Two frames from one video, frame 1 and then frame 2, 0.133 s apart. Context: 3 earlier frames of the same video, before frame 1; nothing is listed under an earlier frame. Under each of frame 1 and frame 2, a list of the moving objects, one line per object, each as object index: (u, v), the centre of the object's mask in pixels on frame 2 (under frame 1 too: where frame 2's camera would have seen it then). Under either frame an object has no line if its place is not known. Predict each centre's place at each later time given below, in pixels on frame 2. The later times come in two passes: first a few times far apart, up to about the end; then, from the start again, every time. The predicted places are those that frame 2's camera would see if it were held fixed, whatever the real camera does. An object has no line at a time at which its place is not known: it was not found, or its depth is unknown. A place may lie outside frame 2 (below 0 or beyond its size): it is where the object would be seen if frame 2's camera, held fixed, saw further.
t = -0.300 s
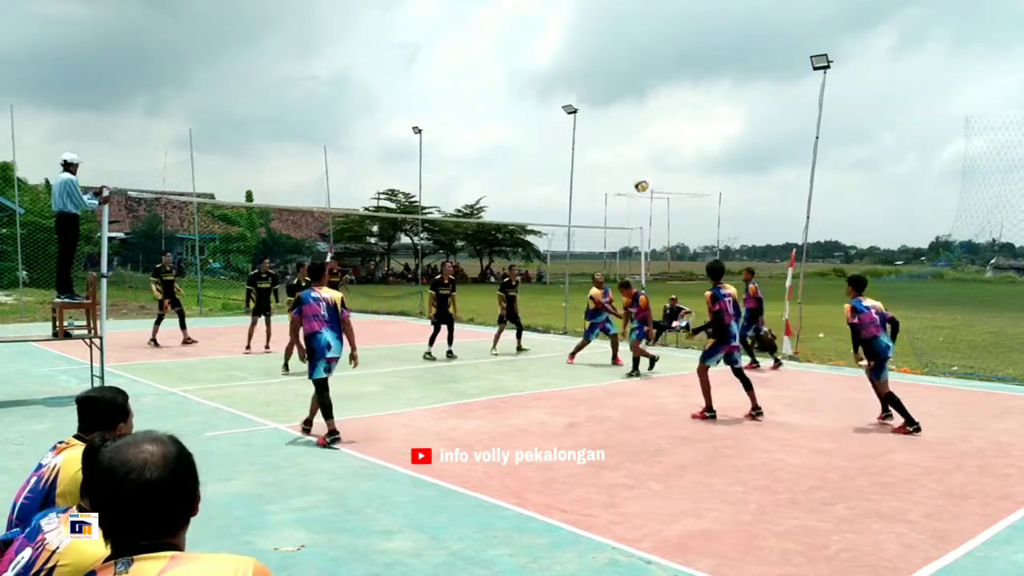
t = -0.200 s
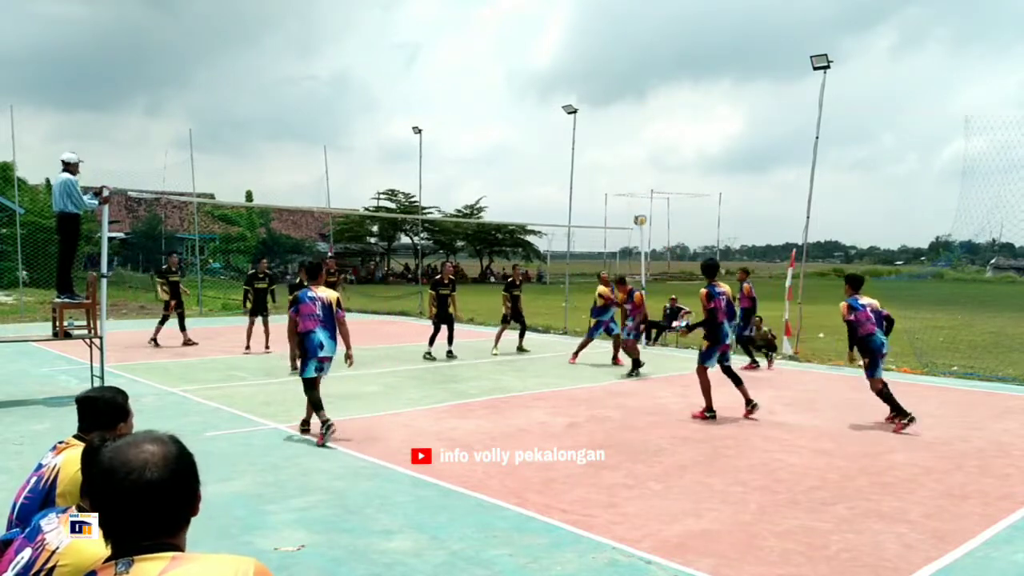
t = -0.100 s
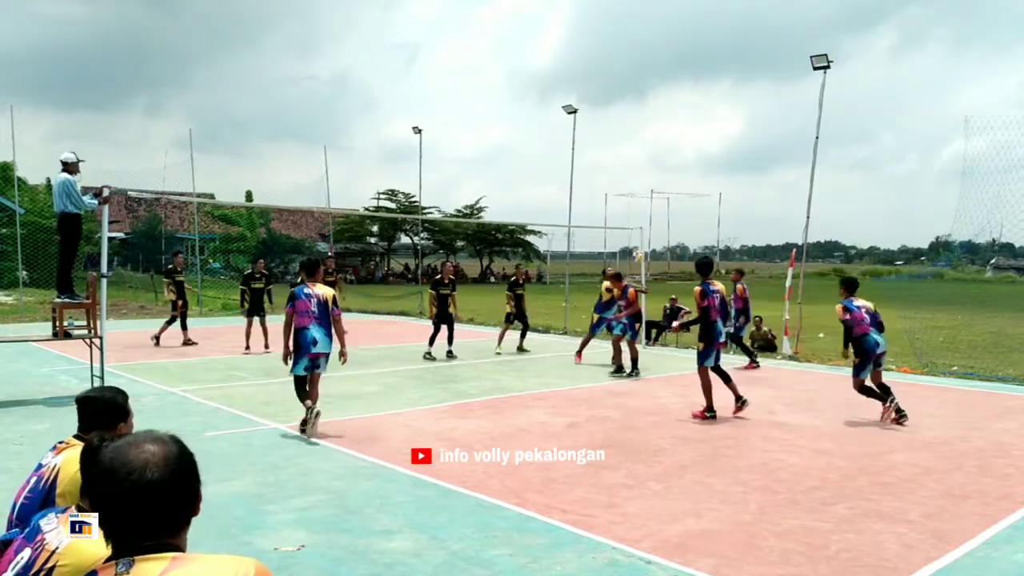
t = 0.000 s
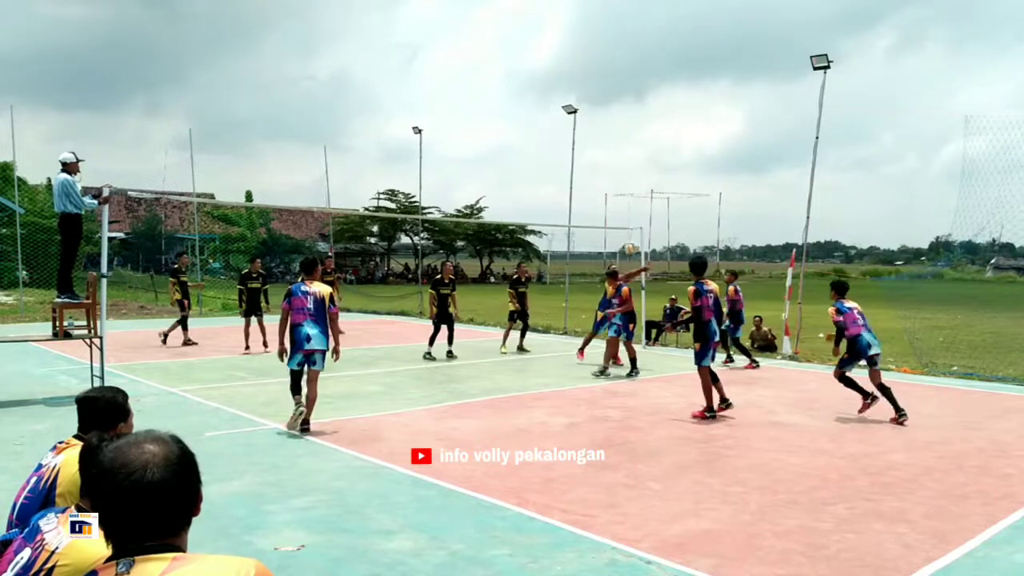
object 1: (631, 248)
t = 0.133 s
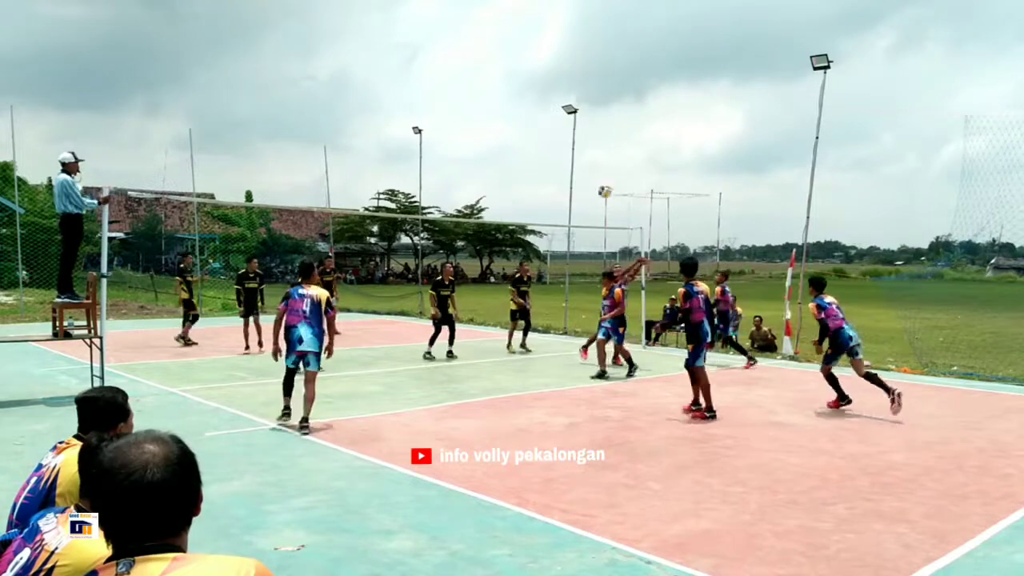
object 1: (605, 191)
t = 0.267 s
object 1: (580, 144)
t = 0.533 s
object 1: (522, 79)
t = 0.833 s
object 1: (450, 62)
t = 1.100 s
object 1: (379, 103)
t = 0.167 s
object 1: (598, 179)
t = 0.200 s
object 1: (592, 166)
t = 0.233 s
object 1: (585, 155)
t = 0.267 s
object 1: (580, 144)
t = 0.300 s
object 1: (572, 133)
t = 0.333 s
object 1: (565, 123)
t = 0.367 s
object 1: (558, 115)
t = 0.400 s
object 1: (551, 106)
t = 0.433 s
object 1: (544, 98)
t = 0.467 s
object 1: (536, 91)
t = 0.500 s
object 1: (529, 84)
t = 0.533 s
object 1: (522, 79)
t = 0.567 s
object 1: (514, 74)
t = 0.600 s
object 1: (506, 70)
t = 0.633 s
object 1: (499, 66)
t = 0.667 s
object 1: (491, 64)
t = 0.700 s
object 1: (482, 62)
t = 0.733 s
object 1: (475, 61)
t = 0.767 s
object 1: (466, 61)
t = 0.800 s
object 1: (458, 61)
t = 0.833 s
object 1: (450, 62)
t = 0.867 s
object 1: (441, 64)
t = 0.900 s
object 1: (432, 67)
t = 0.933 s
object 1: (424, 71)
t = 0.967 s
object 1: (415, 76)
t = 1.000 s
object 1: (406, 81)
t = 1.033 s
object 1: (397, 88)
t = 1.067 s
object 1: (388, 95)
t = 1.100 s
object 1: (379, 103)
